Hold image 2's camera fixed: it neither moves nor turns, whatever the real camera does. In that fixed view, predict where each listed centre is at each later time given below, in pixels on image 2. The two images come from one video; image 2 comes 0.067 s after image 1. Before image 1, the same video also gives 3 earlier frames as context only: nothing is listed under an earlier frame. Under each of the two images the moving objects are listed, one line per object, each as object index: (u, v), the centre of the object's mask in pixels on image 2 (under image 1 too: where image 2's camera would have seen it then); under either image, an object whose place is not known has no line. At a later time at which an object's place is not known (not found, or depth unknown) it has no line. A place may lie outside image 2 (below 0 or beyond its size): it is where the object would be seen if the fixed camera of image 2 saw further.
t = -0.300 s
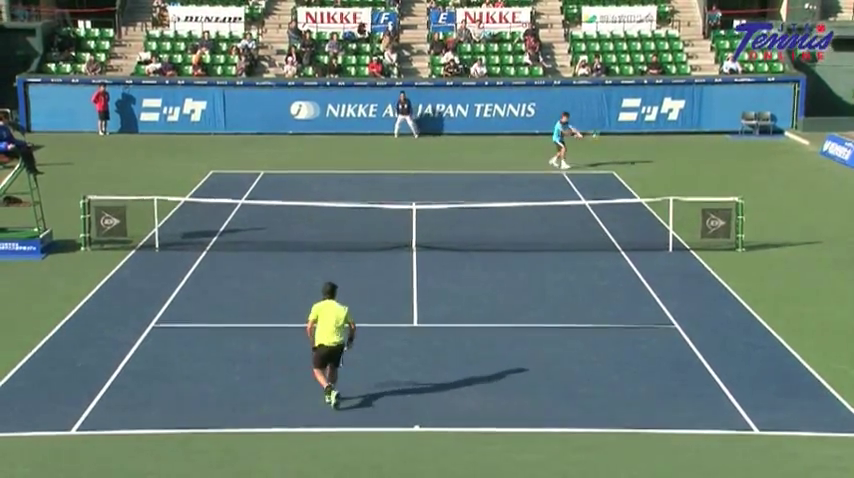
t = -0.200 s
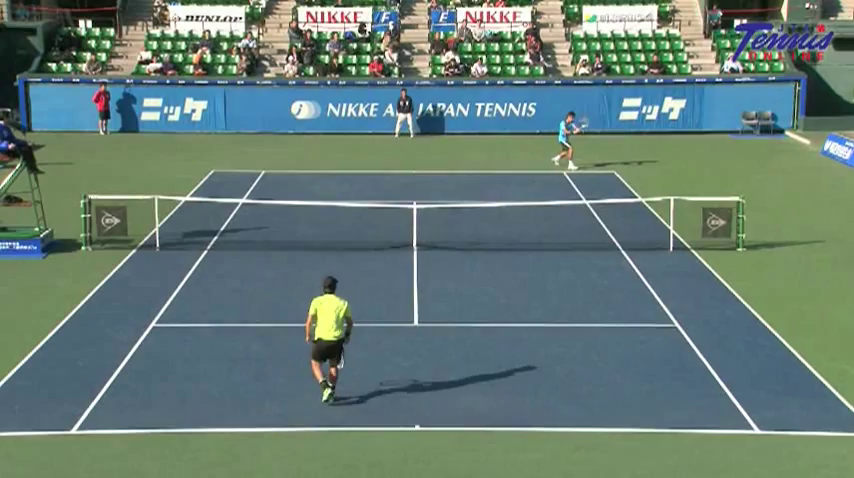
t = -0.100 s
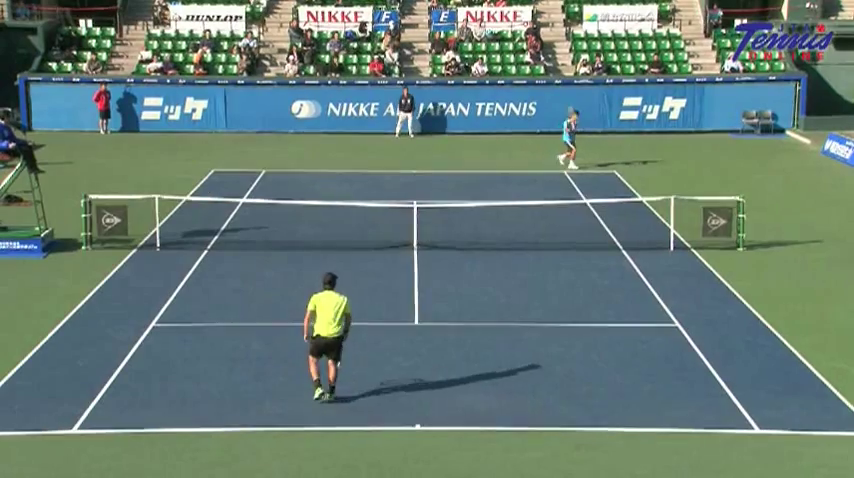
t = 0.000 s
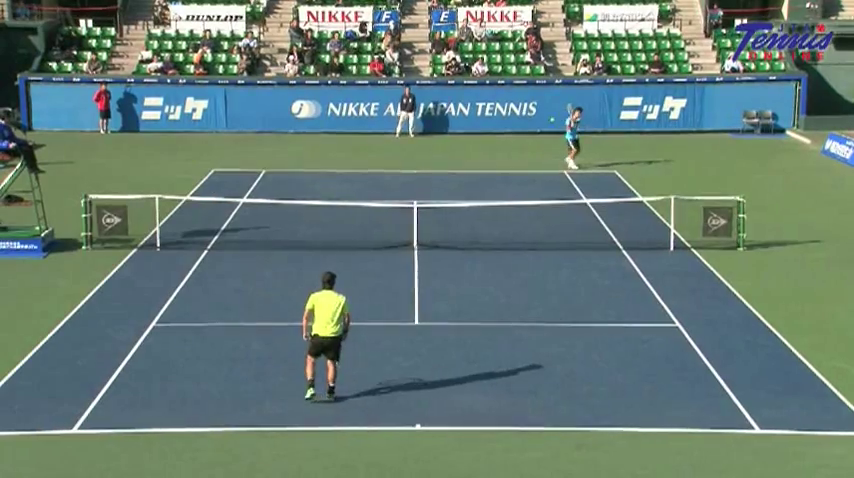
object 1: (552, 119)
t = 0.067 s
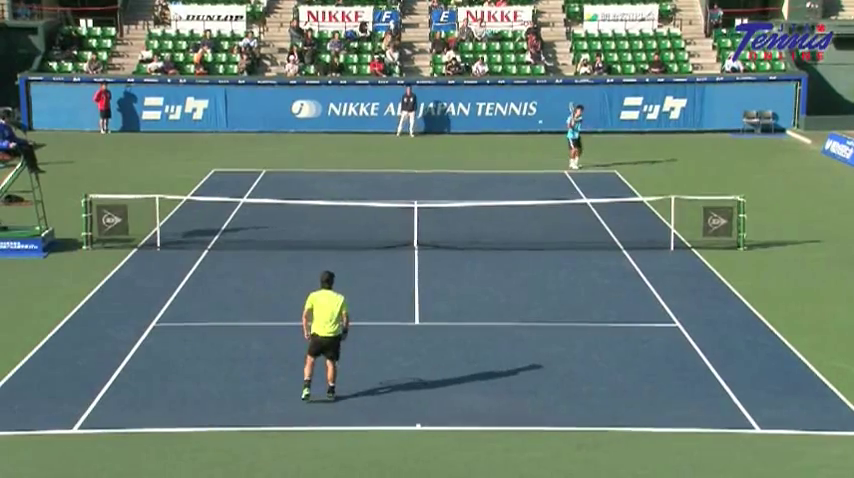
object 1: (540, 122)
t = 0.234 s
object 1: (508, 137)
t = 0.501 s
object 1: (449, 198)
